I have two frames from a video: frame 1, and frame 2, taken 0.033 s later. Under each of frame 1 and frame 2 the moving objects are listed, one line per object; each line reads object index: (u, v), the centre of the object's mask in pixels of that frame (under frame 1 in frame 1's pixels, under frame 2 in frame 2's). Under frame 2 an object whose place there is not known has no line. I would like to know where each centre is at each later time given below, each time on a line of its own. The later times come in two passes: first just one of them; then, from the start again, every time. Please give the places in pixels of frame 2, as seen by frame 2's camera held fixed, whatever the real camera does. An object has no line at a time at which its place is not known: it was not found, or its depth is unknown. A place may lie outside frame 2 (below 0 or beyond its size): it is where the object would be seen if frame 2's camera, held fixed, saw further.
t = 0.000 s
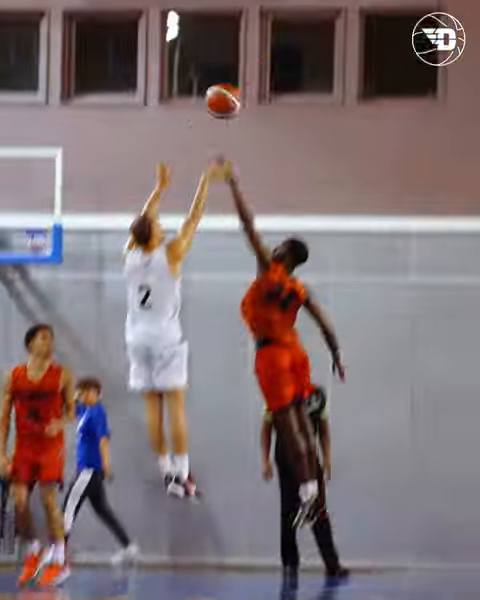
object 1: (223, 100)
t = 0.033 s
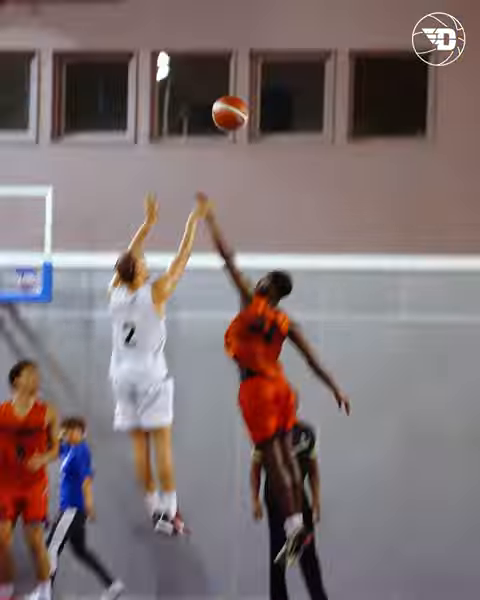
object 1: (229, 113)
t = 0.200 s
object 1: (309, 7)
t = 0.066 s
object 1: (246, 87)
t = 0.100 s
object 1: (263, 64)
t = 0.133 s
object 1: (279, 44)
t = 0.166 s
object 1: (294, 25)
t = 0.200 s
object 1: (309, 7)
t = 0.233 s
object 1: (324, -9)
